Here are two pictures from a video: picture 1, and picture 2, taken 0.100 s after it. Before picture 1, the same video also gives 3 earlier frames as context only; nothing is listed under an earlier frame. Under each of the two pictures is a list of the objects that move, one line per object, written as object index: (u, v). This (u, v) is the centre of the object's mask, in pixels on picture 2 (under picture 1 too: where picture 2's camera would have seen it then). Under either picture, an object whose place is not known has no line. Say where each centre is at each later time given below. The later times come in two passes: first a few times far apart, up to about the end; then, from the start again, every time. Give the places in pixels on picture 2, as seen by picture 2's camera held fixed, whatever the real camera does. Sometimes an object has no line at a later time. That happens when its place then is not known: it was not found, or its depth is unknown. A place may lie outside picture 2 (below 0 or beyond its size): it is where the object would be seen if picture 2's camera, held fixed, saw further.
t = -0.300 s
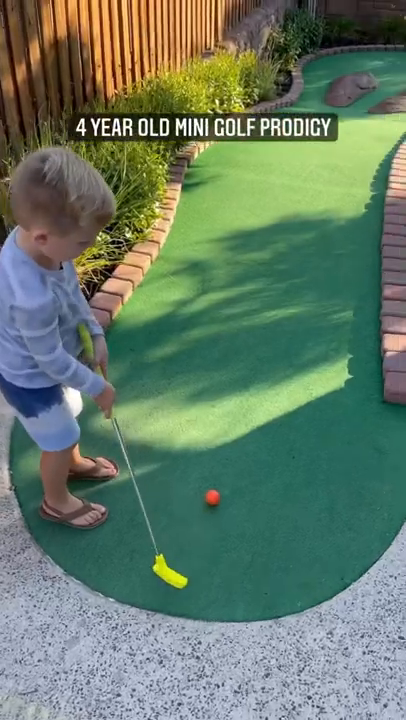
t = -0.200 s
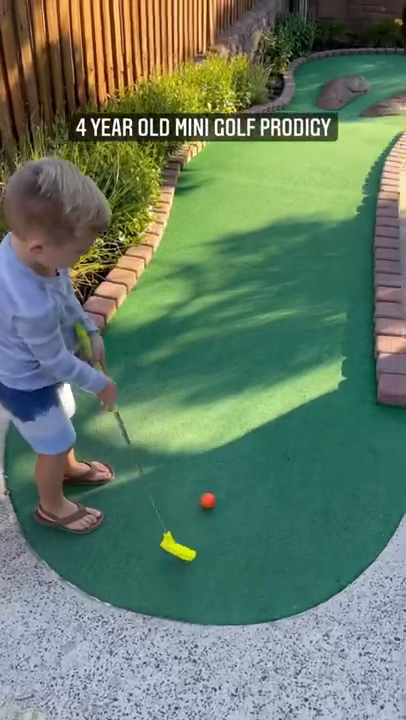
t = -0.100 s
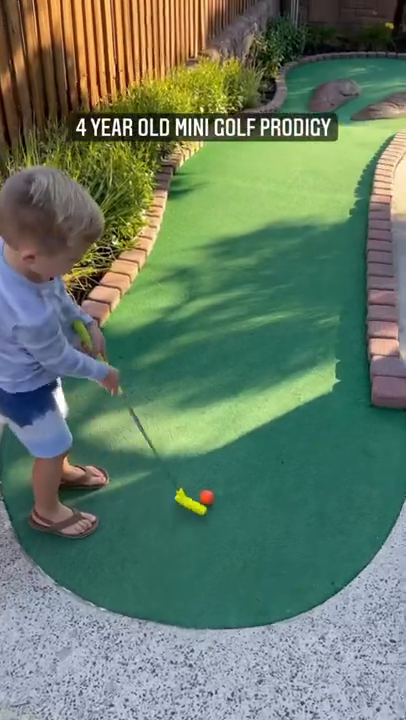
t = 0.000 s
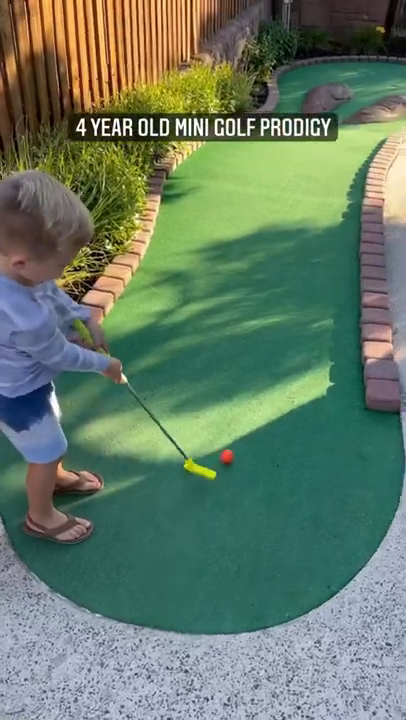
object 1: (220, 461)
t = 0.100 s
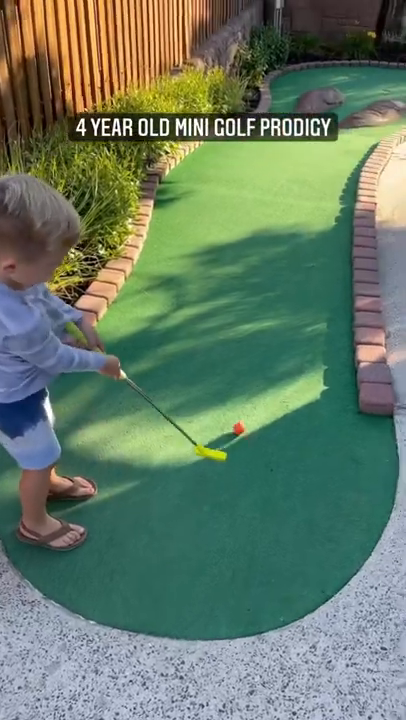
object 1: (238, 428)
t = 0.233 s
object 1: (259, 392)
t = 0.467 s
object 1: (286, 342)
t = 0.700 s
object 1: (308, 303)
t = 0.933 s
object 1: (323, 272)
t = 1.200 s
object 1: (334, 243)
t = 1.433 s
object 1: (339, 221)
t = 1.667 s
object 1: (342, 203)
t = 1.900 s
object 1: (340, 187)
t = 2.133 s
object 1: (336, 172)
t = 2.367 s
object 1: (333, 160)
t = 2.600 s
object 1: (330, 149)
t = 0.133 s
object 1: (244, 419)
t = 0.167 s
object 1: (249, 410)
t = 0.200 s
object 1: (254, 400)
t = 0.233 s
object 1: (259, 392)
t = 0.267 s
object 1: (263, 383)
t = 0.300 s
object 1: (268, 376)
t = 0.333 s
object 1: (271, 368)
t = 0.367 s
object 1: (275, 360)
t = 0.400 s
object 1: (279, 354)
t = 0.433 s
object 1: (283, 347)
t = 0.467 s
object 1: (286, 342)
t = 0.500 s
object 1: (290, 335)
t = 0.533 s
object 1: (293, 329)
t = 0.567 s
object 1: (296, 323)
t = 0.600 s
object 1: (299, 318)
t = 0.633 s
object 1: (302, 313)
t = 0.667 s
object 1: (305, 307)
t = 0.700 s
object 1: (308, 303)
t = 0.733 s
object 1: (310, 298)
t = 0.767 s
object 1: (312, 293)
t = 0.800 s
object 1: (314, 289)
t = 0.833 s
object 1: (316, 284)
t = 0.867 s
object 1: (319, 280)
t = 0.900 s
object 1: (321, 276)
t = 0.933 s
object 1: (323, 272)
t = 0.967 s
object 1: (324, 268)
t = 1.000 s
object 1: (326, 265)
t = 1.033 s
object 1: (328, 260)
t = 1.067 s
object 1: (329, 257)
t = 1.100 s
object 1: (330, 253)
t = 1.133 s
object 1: (332, 250)
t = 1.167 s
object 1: (333, 246)
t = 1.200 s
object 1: (334, 243)
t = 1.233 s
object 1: (335, 239)
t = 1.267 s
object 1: (336, 236)
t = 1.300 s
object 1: (337, 233)
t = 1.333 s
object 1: (337, 231)
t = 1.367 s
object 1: (338, 227)
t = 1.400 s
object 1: (339, 223)
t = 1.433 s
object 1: (339, 221)
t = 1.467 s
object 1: (339, 219)
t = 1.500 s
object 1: (340, 216)
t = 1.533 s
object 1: (341, 214)
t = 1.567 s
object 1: (341, 211)
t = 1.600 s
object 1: (342, 208)
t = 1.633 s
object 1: (342, 206)
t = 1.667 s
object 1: (342, 203)
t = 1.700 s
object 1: (342, 200)
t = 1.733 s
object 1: (342, 199)
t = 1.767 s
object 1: (341, 197)
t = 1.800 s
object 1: (341, 194)
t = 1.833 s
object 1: (341, 191)
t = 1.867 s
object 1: (340, 190)
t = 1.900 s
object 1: (340, 187)
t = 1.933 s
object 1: (339, 185)
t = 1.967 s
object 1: (338, 182)
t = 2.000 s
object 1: (338, 180)
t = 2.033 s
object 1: (337, 178)
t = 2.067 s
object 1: (337, 176)
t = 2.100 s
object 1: (337, 174)
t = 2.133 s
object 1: (336, 172)
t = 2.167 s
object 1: (336, 170)
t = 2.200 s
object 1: (335, 168)
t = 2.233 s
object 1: (335, 166)
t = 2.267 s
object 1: (334, 164)
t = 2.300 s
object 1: (334, 163)
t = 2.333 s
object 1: (334, 161)
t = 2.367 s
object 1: (333, 160)
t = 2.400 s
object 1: (333, 158)
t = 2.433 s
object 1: (332, 156)
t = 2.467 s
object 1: (332, 155)
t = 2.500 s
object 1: (331, 153)
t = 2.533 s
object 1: (331, 151)
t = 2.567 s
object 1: (331, 150)
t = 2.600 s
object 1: (330, 149)
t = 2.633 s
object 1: (330, 147)
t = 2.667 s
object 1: (330, 145)
